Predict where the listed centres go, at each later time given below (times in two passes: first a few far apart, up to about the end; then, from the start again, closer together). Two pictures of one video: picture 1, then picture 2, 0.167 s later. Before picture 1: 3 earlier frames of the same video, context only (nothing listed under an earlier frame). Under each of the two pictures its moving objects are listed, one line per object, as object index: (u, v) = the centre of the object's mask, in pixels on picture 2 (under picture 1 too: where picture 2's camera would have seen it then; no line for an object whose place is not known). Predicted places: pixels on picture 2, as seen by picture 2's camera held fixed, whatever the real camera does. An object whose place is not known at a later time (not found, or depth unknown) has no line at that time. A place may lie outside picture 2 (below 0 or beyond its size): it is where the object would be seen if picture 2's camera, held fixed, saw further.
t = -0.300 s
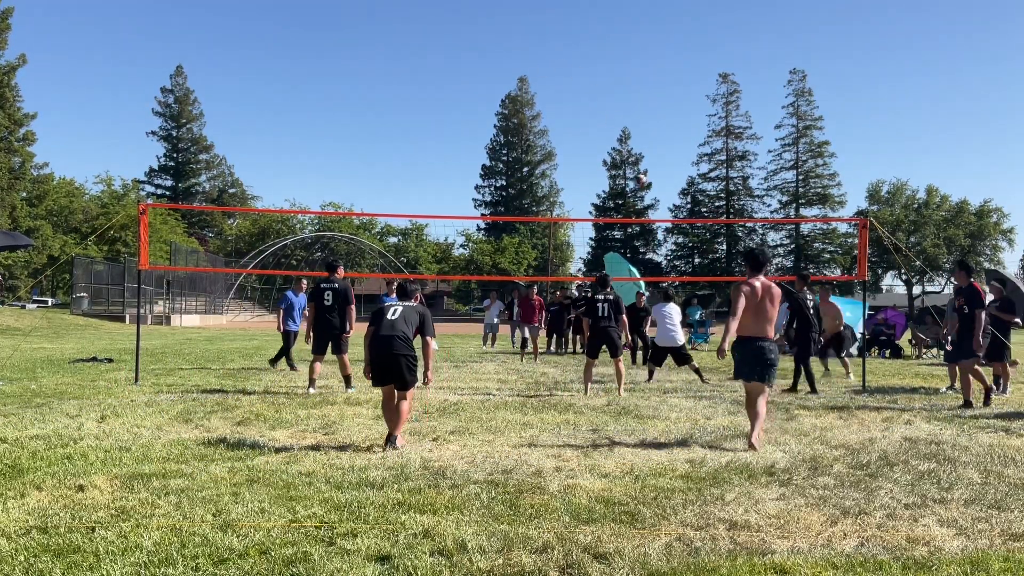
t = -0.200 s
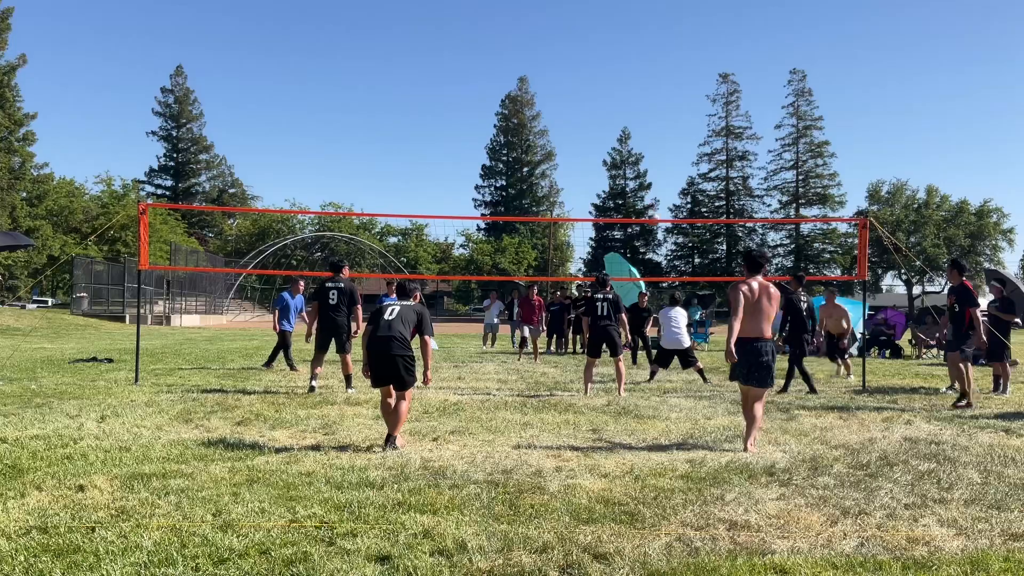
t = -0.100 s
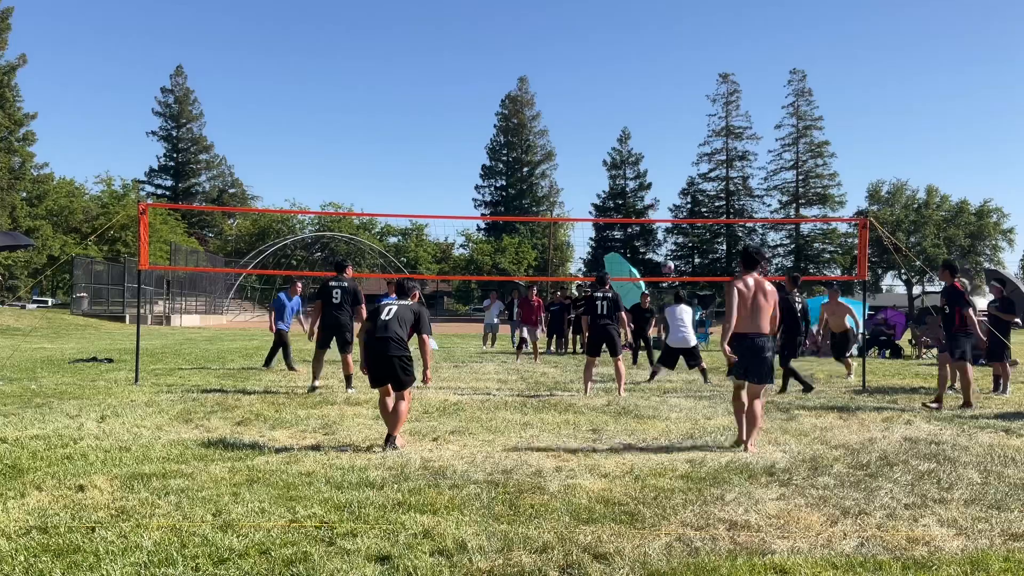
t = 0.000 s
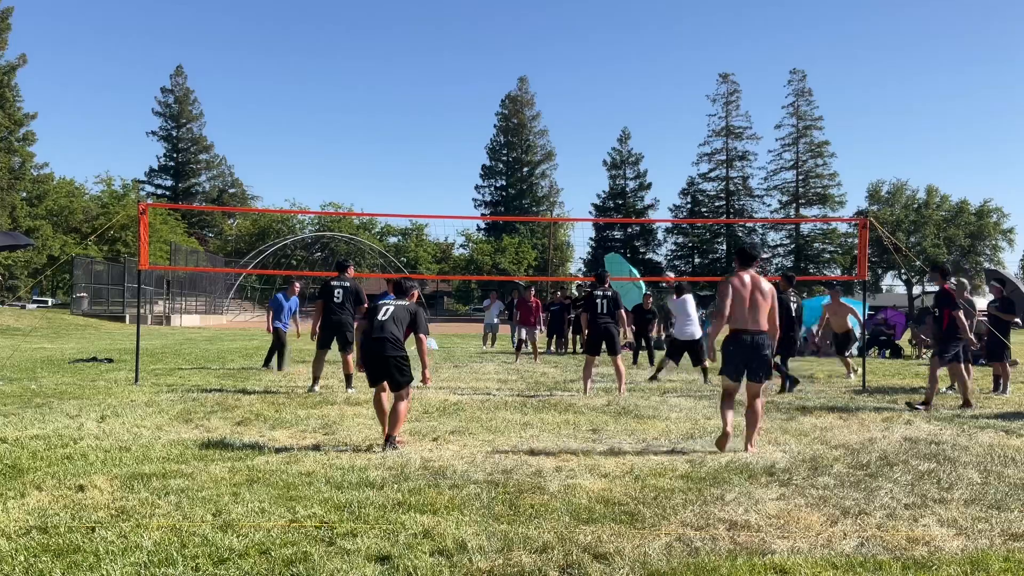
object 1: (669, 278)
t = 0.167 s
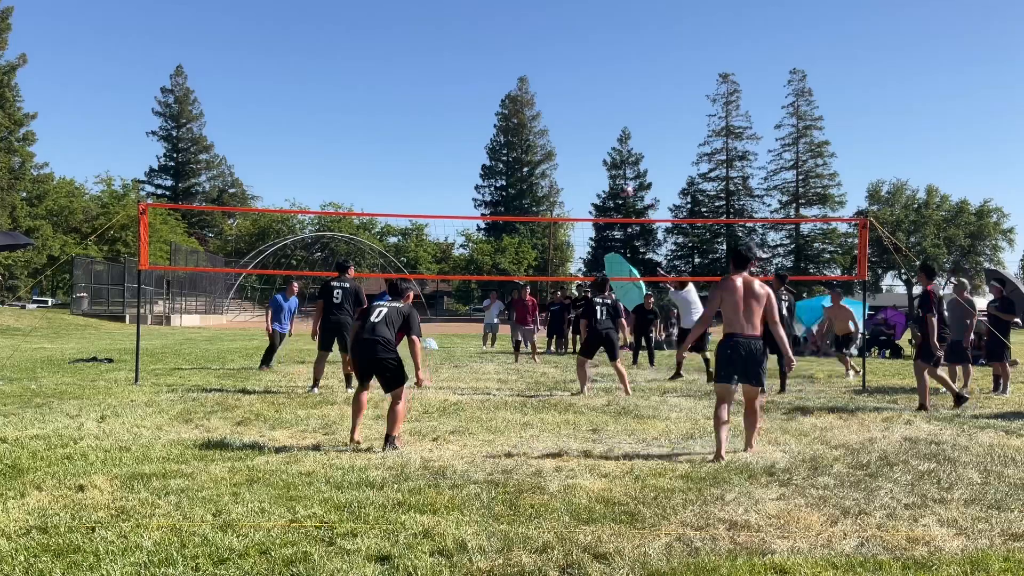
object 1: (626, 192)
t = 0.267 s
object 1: (601, 149)
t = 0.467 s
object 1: (553, 84)
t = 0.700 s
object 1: (499, 42)
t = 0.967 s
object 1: (440, 38)
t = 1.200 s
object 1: (390, 72)
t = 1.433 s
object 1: (343, 138)
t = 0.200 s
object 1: (618, 177)
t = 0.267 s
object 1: (601, 149)
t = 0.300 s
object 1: (593, 137)
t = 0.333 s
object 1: (585, 125)
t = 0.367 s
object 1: (577, 114)
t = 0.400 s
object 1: (569, 103)
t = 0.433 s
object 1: (561, 93)
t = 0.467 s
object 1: (553, 84)
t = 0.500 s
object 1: (546, 76)
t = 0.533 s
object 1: (538, 69)
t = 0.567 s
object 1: (530, 62)
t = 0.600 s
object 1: (522, 56)
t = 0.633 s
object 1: (515, 51)
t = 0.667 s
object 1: (507, 46)
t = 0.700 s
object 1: (499, 42)
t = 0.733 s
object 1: (492, 39)
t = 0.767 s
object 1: (484, 37)
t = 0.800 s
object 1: (476, 35)
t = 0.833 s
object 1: (469, 35)
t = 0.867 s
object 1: (461, 35)
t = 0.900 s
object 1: (454, 35)
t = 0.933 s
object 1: (447, 36)
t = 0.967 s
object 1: (440, 38)
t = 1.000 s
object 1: (432, 41)
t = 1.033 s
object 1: (425, 44)
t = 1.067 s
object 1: (418, 48)
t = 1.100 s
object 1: (411, 53)
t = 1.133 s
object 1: (403, 58)
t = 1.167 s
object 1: (397, 65)
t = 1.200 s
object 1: (390, 72)
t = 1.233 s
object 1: (383, 79)
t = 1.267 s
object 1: (376, 87)
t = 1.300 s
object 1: (370, 96)
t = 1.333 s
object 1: (363, 106)
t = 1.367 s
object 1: (356, 116)
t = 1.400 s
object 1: (350, 127)
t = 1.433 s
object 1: (343, 138)
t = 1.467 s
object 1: (337, 150)
